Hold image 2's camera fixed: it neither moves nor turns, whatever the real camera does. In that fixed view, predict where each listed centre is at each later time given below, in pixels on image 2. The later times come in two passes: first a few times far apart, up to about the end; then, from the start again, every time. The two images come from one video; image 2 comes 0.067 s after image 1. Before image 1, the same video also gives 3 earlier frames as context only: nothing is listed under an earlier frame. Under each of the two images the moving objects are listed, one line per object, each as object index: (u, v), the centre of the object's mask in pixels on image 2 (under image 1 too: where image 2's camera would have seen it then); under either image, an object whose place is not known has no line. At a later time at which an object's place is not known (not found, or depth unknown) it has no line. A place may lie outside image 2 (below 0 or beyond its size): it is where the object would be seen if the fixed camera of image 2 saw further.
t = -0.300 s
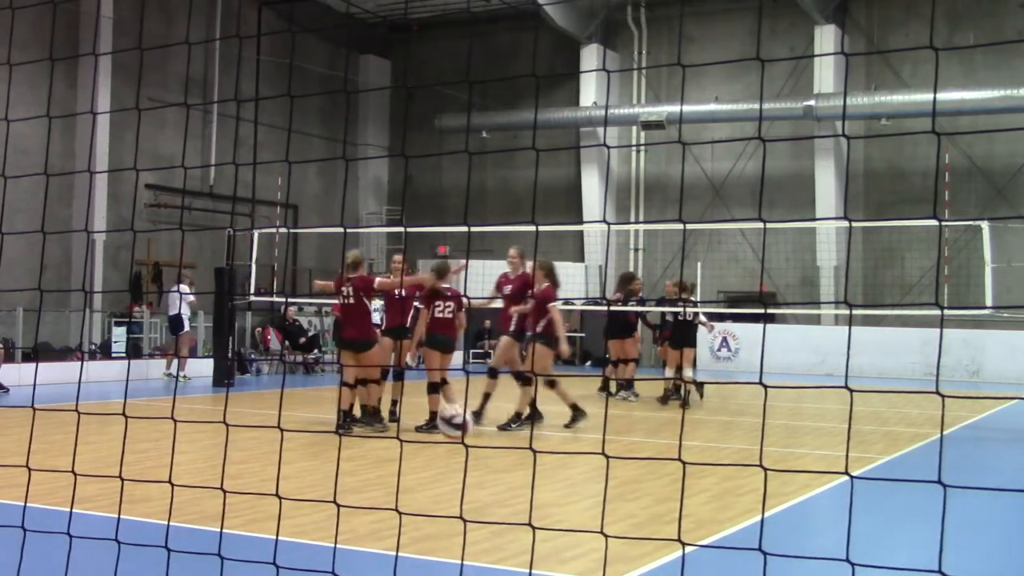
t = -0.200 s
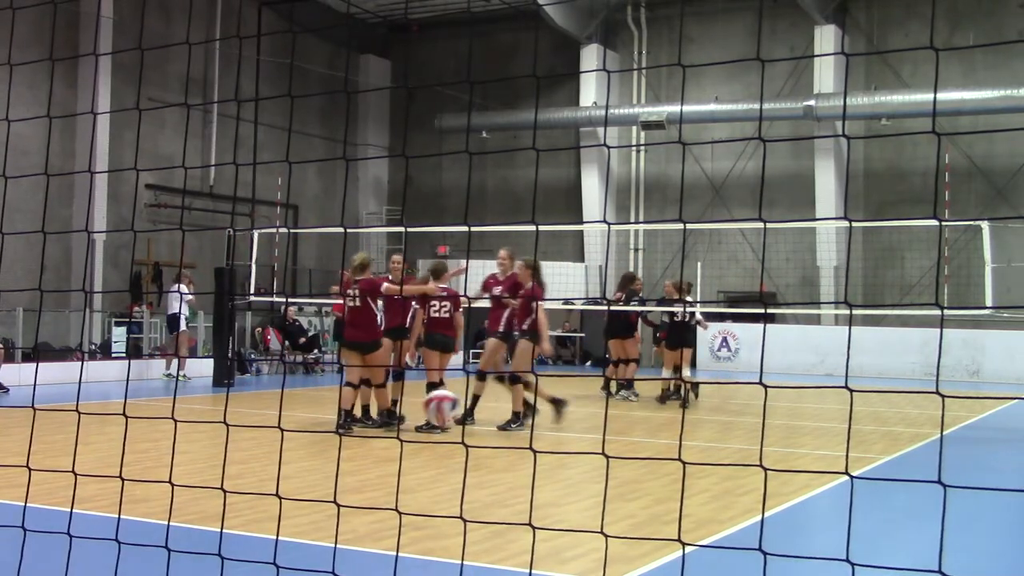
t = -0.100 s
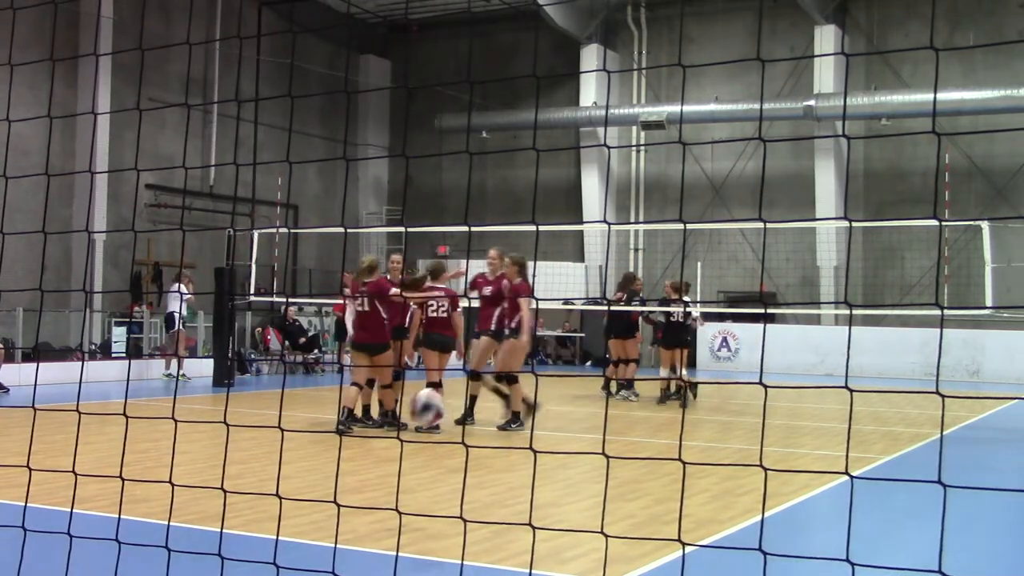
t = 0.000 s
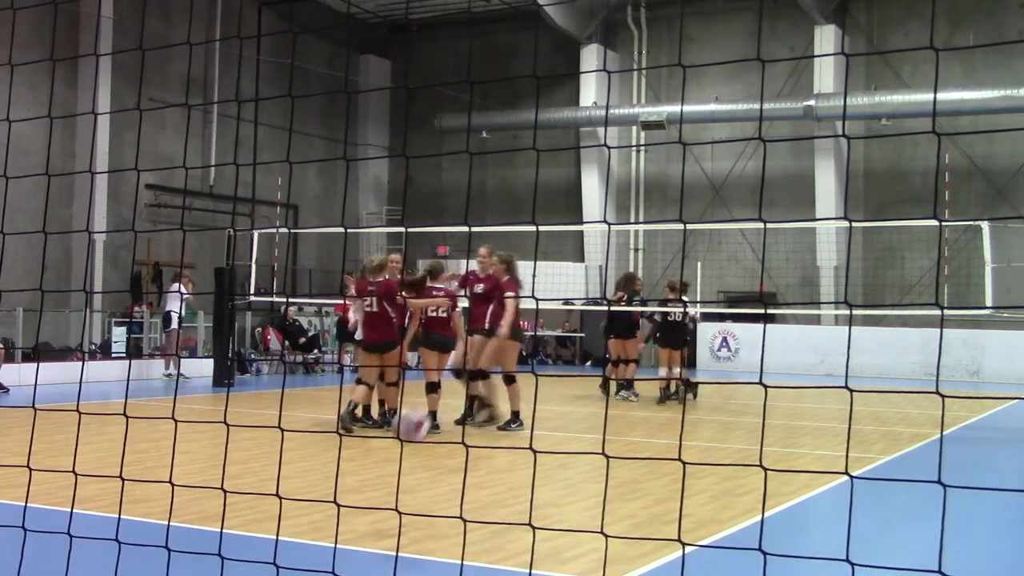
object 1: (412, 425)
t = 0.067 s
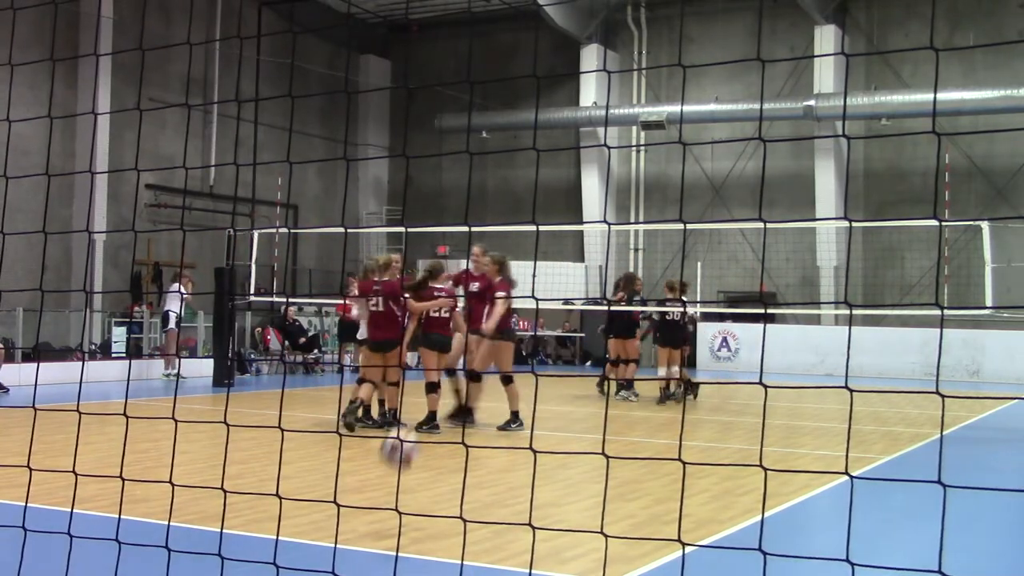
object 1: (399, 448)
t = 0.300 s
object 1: (358, 477)
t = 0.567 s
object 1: (306, 473)
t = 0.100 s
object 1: (393, 463)
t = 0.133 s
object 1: (387, 481)
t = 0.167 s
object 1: (380, 503)
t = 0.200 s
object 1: (375, 514)
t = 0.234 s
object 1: (369, 497)
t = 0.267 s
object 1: (364, 486)
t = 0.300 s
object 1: (358, 477)
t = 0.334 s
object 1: (352, 469)
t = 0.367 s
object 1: (346, 463)
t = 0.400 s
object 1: (339, 460)
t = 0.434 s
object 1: (333, 457)
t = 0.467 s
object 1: (327, 458)
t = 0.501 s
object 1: (318, 460)
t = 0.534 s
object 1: (313, 465)
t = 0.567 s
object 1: (306, 473)
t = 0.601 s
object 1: (299, 483)
